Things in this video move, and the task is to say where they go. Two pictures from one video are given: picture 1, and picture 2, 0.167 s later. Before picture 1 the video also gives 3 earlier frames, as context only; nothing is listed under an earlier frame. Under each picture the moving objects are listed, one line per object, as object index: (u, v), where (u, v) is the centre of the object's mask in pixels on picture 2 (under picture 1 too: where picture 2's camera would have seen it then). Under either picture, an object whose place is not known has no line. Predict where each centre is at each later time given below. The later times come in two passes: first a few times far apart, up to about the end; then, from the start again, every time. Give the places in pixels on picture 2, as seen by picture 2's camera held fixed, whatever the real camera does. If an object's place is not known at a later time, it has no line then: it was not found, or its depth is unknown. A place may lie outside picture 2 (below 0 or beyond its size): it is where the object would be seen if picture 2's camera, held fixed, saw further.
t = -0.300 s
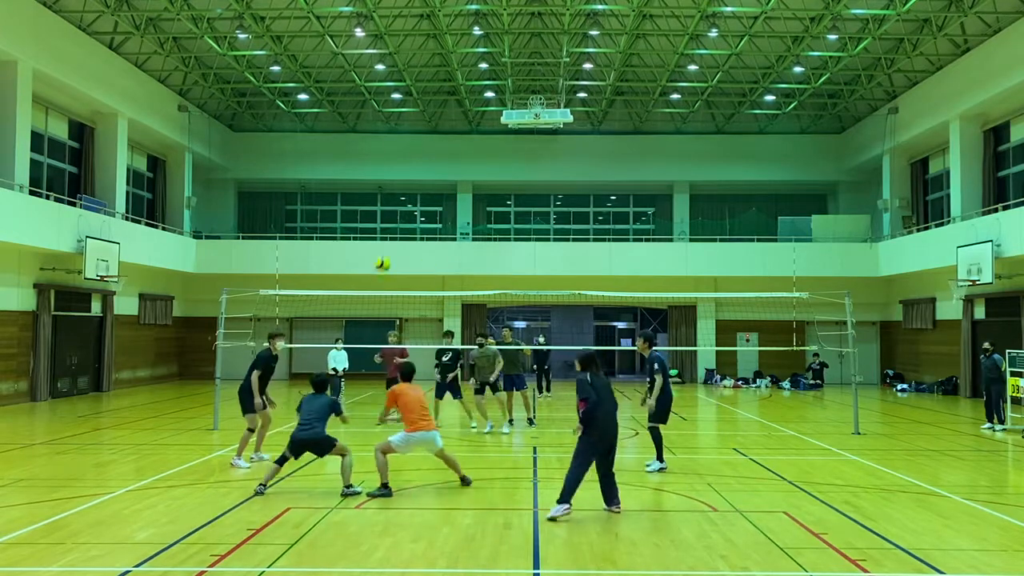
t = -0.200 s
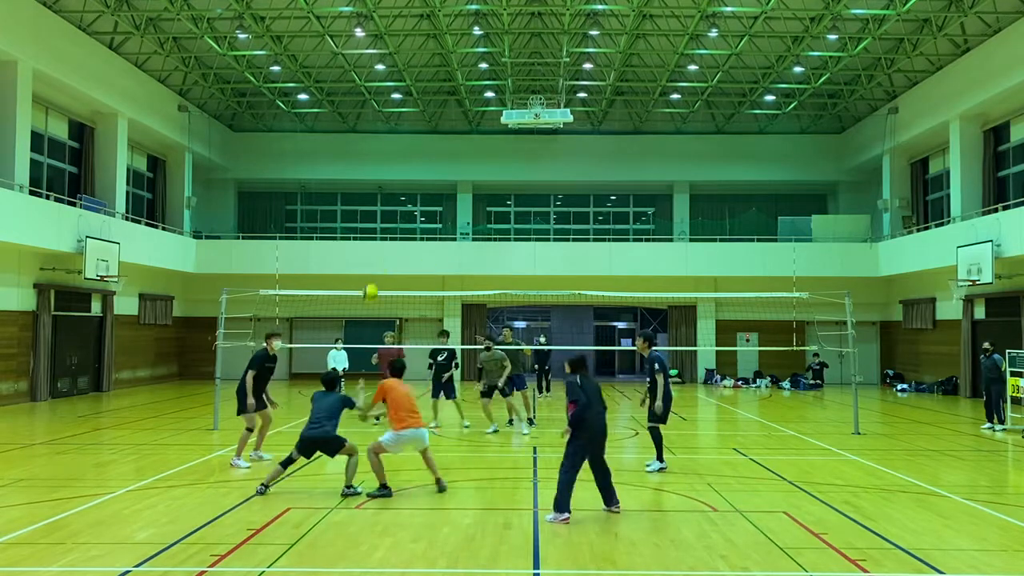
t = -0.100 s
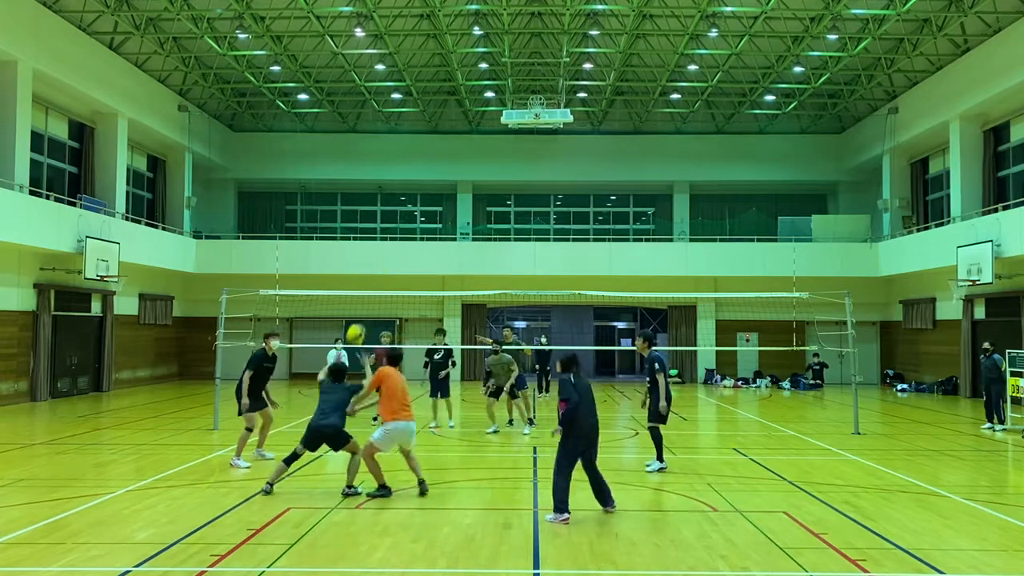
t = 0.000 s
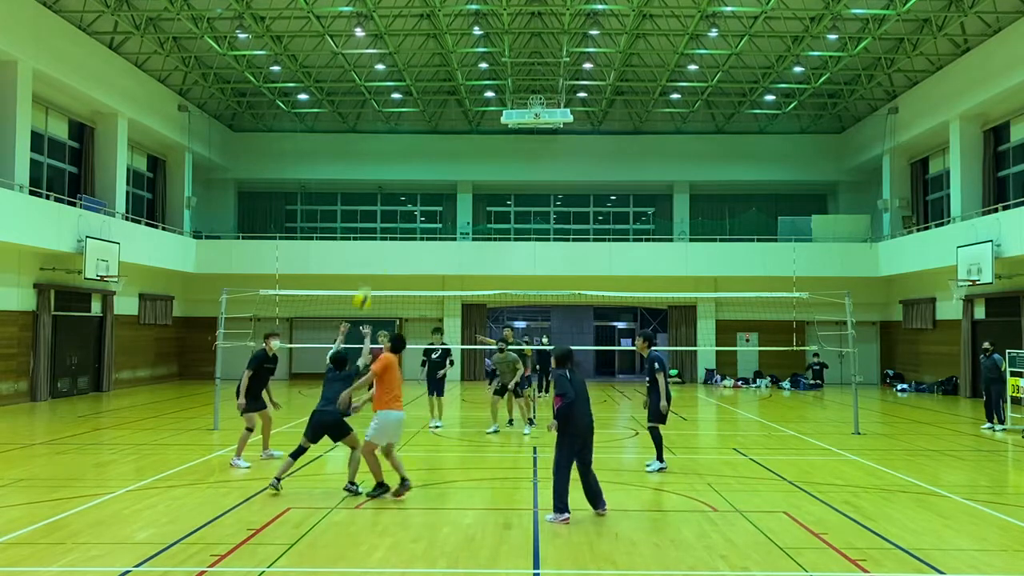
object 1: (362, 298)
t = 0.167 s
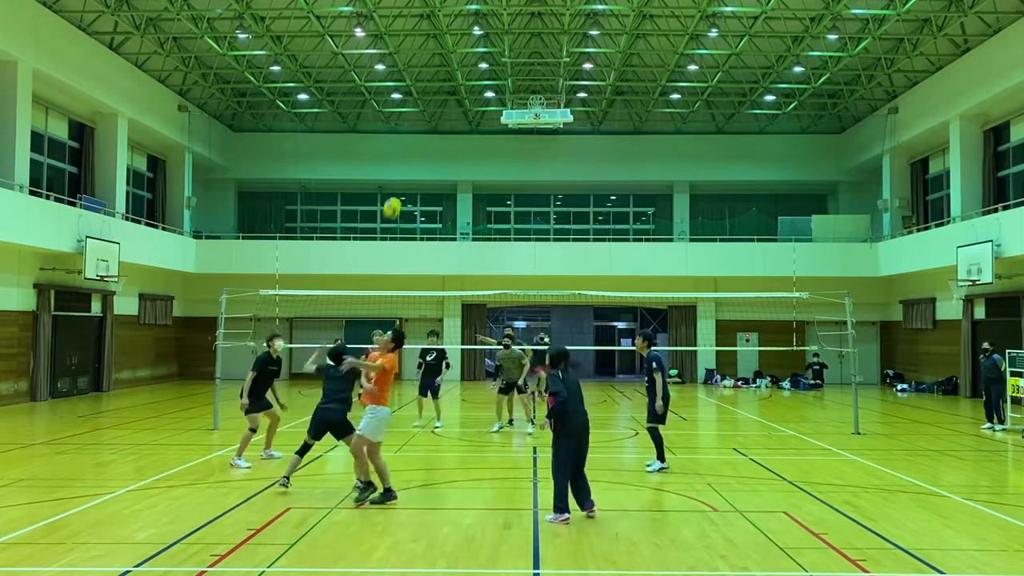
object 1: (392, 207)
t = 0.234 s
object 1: (401, 181)
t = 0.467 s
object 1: (430, 122)
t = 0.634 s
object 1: (448, 110)
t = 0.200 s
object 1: (397, 194)
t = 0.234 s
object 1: (401, 181)
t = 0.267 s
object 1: (406, 169)
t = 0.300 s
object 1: (411, 159)
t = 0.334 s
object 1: (415, 150)
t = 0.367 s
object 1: (419, 141)
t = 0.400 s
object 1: (423, 134)
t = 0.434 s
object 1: (427, 127)
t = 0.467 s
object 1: (430, 122)
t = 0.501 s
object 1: (434, 118)
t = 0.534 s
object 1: (437, 115)
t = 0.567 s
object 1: (441, 112)
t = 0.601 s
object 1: (444, 111)
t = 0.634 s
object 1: (448, 110)
